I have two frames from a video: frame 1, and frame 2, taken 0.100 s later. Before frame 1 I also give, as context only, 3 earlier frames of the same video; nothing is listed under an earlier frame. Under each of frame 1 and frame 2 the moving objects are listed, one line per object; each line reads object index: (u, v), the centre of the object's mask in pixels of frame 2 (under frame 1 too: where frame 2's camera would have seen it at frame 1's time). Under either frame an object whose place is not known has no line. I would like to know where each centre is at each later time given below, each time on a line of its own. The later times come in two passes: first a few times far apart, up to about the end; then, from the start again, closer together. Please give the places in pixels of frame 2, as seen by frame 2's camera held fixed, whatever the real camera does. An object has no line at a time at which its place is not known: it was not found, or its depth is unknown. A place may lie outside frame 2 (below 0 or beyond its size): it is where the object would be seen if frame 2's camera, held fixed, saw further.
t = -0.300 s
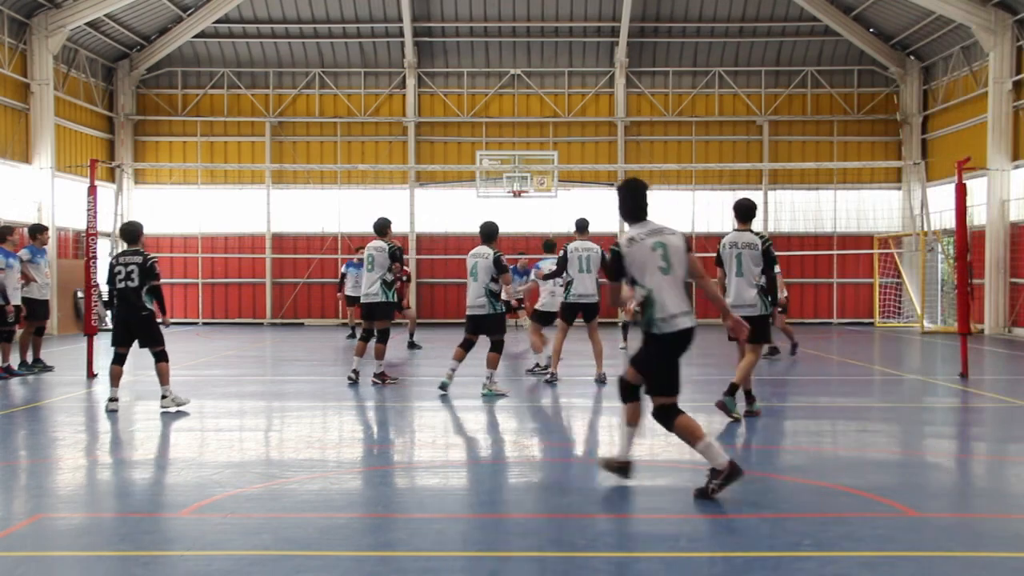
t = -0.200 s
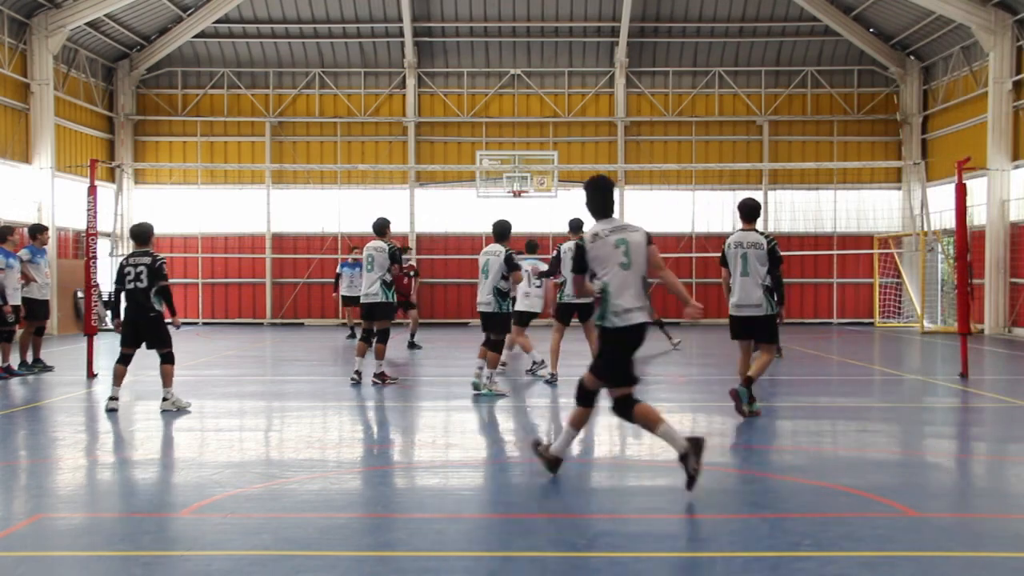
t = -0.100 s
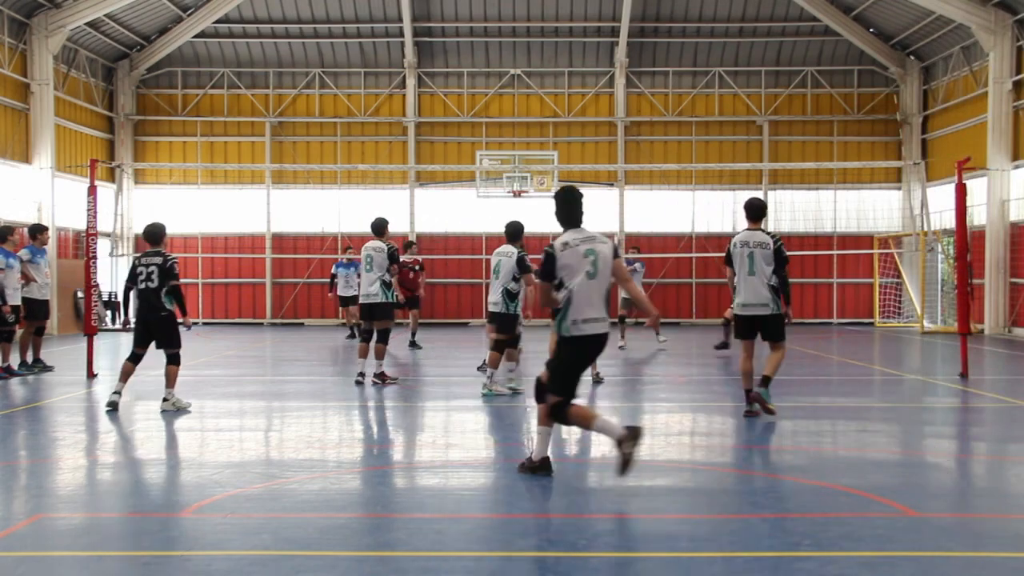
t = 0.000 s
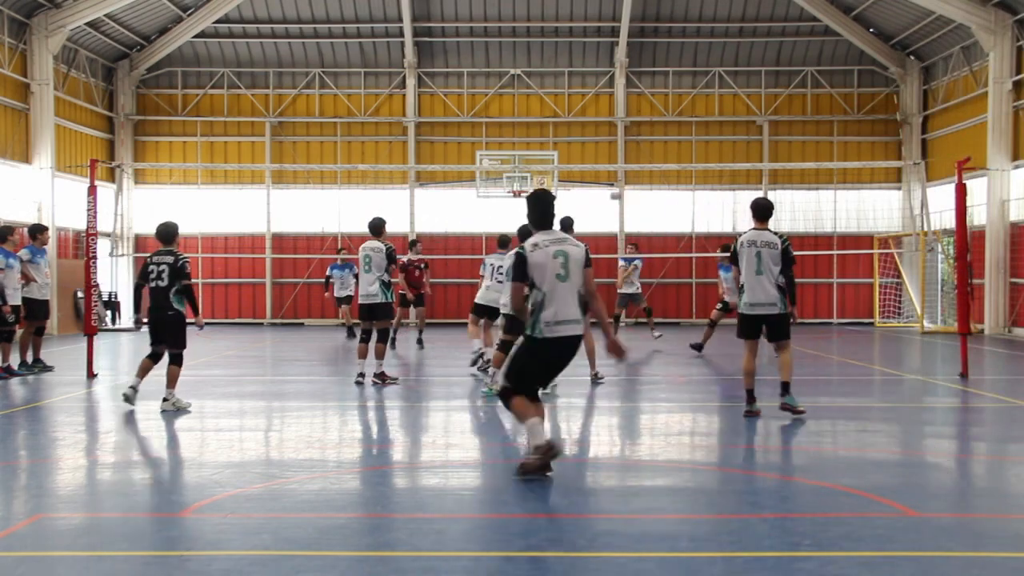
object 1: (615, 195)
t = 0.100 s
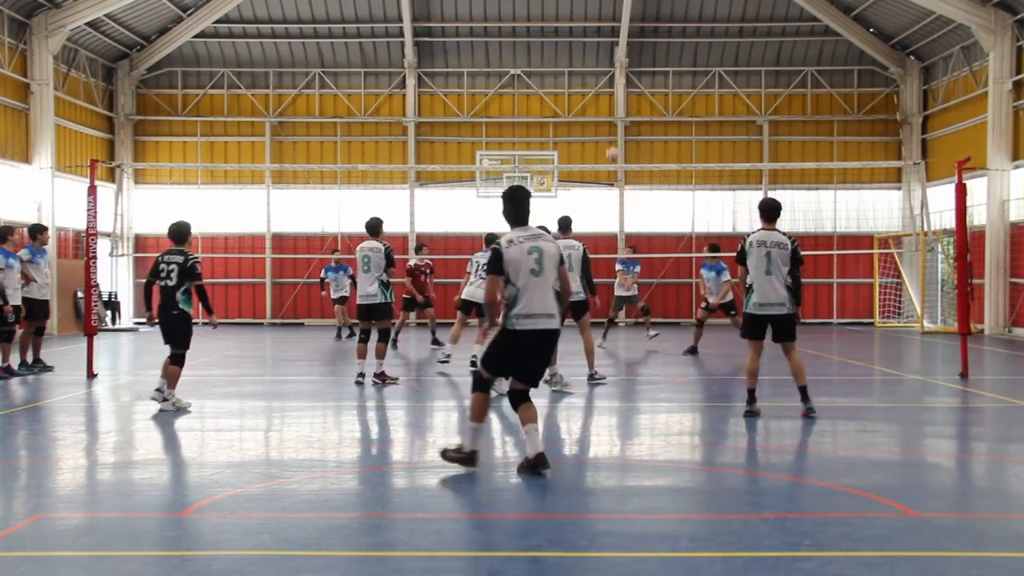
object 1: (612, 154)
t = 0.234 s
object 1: (609, 109)
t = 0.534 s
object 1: (601, 42)
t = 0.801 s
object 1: (596, 30)
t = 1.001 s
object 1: (591, 51)
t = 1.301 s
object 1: (585, 135)
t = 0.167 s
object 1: (611, 129)
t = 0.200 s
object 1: (609, 118)
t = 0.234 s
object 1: (609, 109)
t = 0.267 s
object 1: (607, 97)
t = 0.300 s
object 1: (607, 88)
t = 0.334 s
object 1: (606, 80)
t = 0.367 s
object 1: (607, 71)
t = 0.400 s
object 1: (605, 64)
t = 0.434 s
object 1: (604, 58)
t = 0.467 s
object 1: (603, 52)
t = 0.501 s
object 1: (602, 46)
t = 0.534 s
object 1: (601, 42)
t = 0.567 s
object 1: (601, 38)
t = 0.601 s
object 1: (600, 35)
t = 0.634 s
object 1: (600, 32)
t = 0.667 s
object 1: (599, 31)
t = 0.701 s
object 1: (598, 29)
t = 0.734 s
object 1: (597, 29)
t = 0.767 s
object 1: (597, 30)
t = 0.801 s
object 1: (596, 30)
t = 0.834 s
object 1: (595, 32)
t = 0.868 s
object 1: (594, 34)
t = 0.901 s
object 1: (594, 37)
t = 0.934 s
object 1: (594, 41)
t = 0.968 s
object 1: (593, 46)
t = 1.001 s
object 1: (591, 51)
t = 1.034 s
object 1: (591, 57)
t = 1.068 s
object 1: (590, 65)
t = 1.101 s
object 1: (589, 72)
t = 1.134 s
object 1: (588, 81)
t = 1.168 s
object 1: (588, 90)
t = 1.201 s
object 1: (587, 101)
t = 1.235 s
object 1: (587, 111)
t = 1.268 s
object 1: (585, 123)
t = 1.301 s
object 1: (585, 135)
